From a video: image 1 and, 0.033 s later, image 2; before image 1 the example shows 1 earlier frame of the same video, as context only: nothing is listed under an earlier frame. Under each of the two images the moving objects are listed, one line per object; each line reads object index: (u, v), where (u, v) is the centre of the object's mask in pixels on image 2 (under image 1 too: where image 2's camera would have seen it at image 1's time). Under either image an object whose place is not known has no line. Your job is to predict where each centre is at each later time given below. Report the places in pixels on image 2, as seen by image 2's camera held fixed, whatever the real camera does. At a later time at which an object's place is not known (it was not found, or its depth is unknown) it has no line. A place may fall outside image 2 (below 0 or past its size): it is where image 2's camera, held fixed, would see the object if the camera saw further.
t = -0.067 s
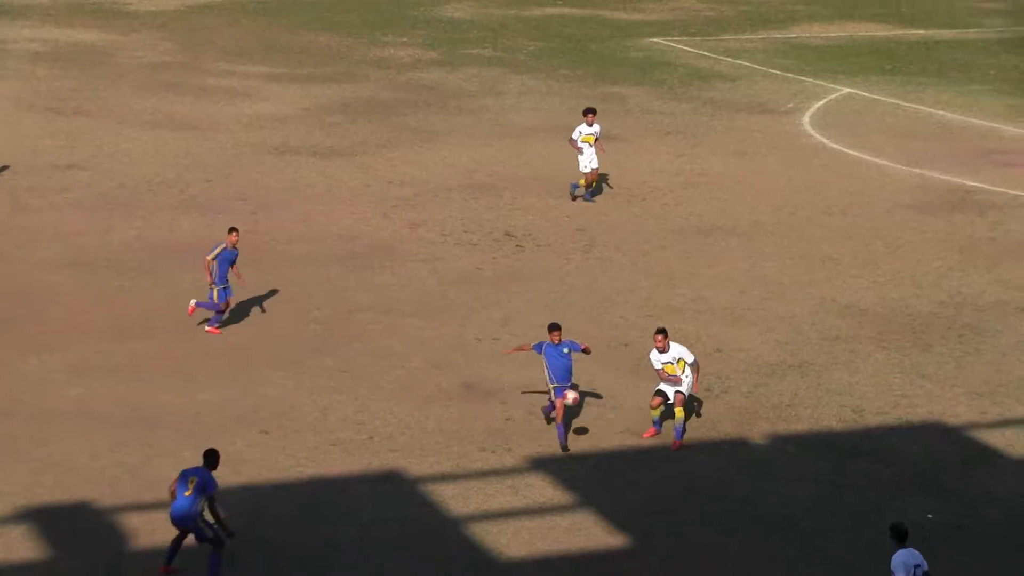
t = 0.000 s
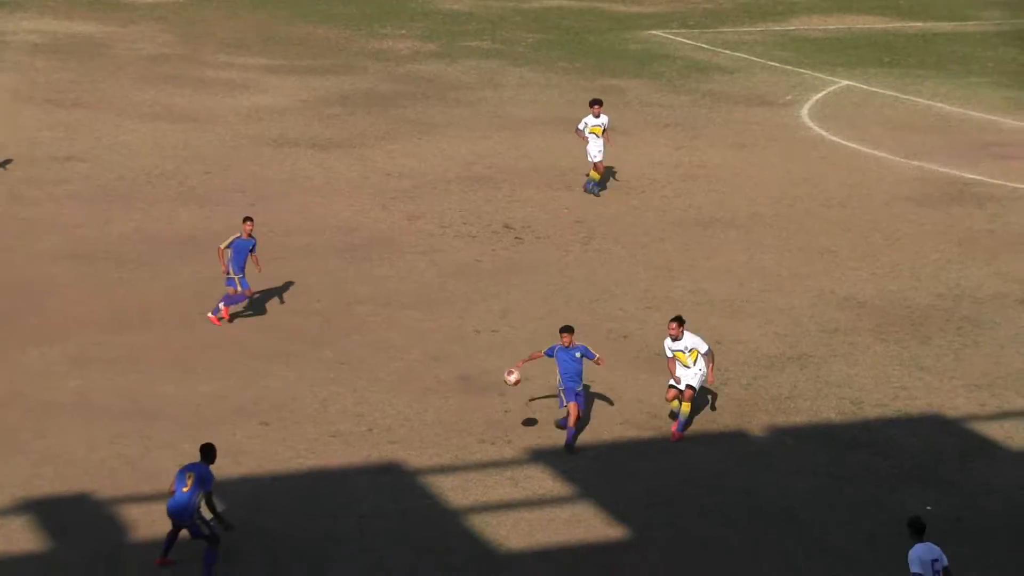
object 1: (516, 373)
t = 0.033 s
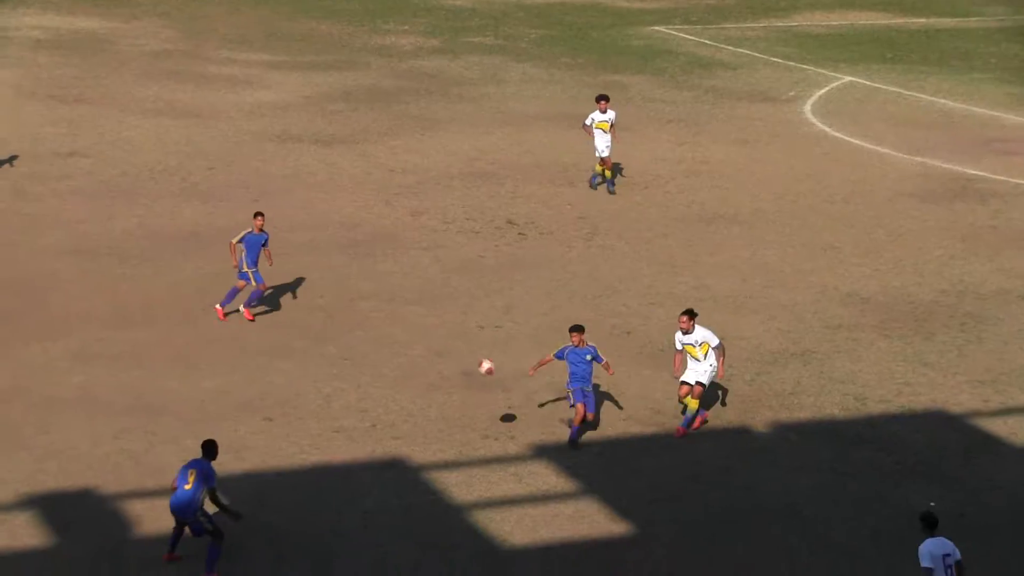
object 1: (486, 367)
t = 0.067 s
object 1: (457, 363)
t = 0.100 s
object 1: (425, 359)
